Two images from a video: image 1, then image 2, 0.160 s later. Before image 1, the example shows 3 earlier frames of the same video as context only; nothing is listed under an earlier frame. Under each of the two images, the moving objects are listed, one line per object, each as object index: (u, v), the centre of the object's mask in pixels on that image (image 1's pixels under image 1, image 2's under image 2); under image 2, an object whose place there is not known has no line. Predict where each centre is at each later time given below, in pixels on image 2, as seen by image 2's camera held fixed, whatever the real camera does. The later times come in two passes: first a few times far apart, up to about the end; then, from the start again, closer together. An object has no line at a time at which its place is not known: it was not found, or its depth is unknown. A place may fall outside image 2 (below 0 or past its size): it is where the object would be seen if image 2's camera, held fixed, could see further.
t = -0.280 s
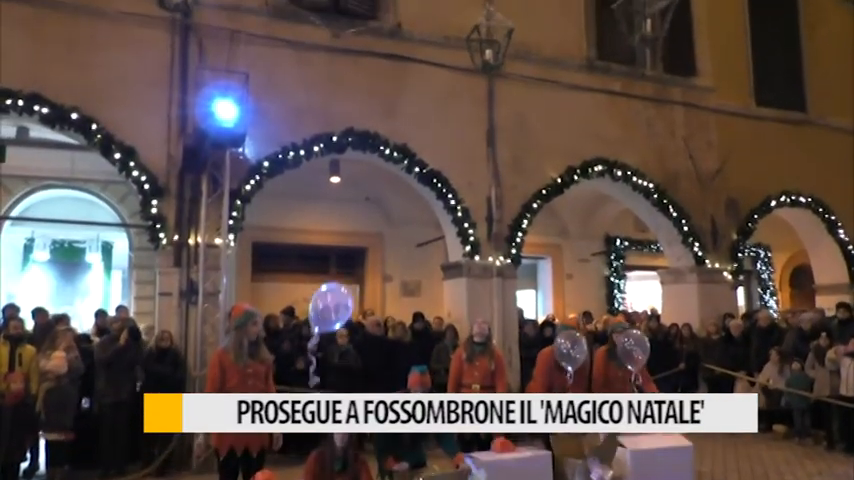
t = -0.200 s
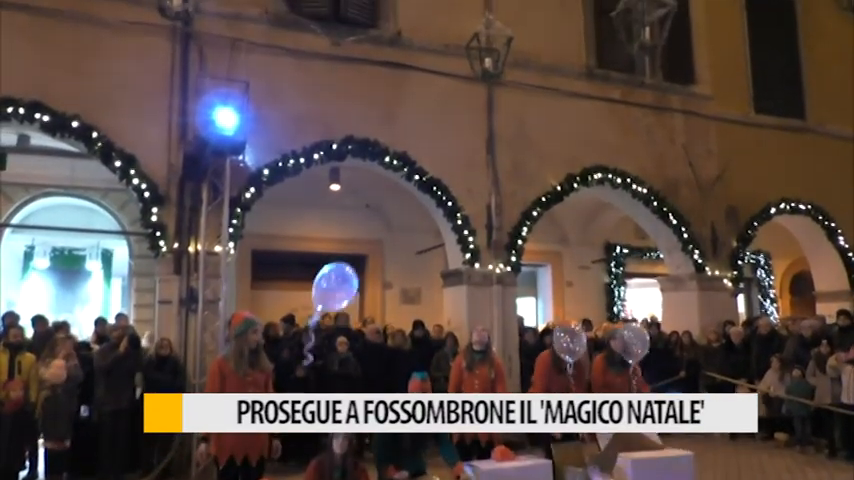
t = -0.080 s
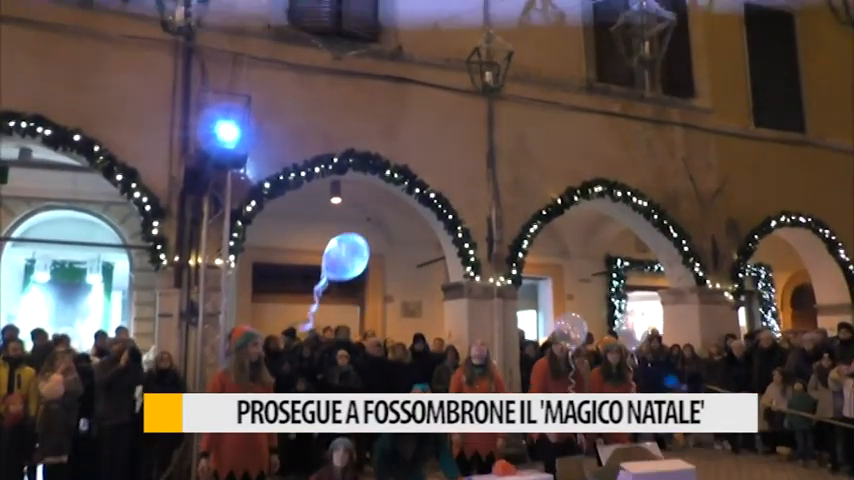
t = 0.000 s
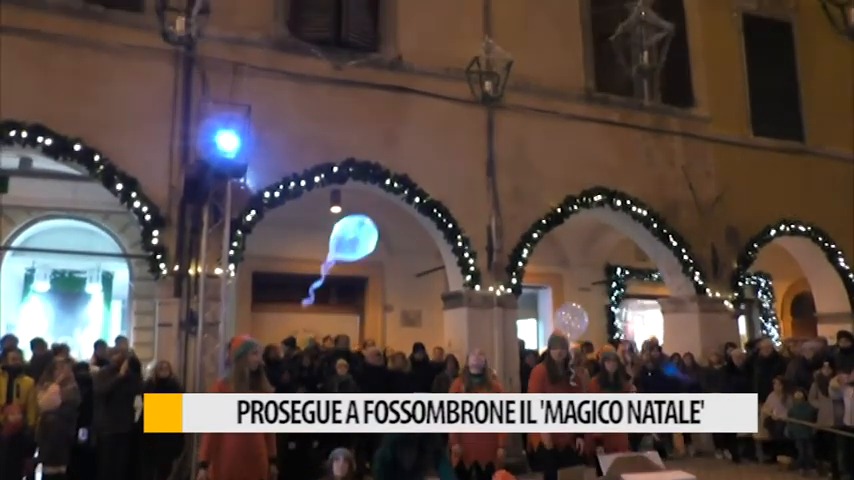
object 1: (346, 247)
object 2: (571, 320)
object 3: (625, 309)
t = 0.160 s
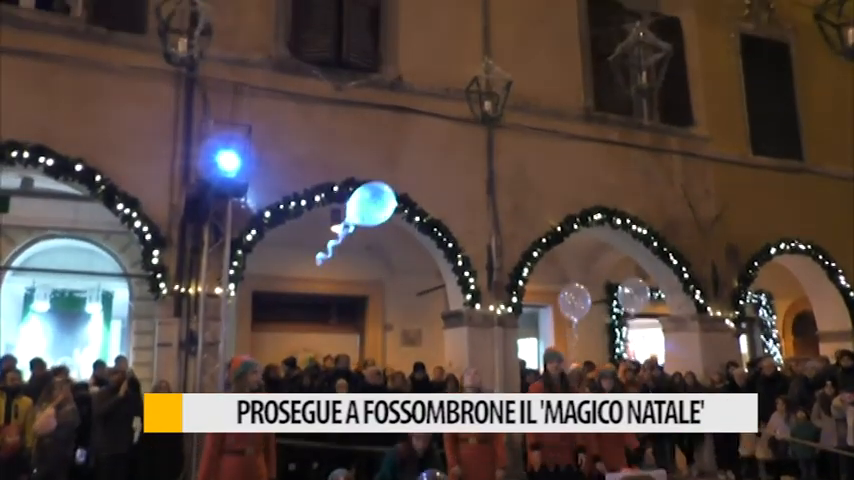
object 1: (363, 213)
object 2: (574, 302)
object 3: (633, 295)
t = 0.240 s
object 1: (372, 189)
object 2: (576, 284)
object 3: (636, 276)
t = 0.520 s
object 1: (406, 112)
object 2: (583, 223)
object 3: (647, 234)
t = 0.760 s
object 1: (431, 57)
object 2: (588, 176)
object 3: (656, 203)
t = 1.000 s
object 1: (444, 14)
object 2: (591, 121)
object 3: (660, 164)
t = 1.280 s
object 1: (444, -34)
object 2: (590, 59)
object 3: (661, 113)
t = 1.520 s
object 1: (445, -85)
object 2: (588, 7)
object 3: (661, 70)
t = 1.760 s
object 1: (460, -143)
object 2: (589, -47)
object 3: (662, 13)
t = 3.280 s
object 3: (720, -224)
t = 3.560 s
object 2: (603, -344)
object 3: (732, -265)
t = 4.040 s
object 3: (717, -316)
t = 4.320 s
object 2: (648, -411)
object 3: (705, -338)
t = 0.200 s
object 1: (367, 201)
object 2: (575, 293)
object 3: (634, 285)
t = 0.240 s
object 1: (372, 189)
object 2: (576, 284)
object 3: (636, 276)
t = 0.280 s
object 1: (377, 177)
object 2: (577, 275)
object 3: (637, 269)
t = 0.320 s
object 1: (382, 165)
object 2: (578, 266)
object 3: (639, 261)
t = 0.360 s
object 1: (388, 152)
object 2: (578, 257)
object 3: (641, 255)
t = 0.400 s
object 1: (392, 142)
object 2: (580, 248)
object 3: (643, 249)
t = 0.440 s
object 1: (397, 131)
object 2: (580, 239)
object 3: (644, 244)
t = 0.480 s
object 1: (402, 121)
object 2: (582, 231)
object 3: (646, 238)
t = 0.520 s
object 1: (406, 112)
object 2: (583, 223)
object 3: (647, 234)
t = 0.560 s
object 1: (411, 103)
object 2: (584, 215)
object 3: (649, 228)
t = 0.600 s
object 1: (416, 92)
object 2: (585, 207)
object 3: (650, 224)
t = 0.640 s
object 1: (420, 84)
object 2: (586, 199)
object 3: (652, 219)
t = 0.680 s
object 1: (424, 75)
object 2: (587, 191)
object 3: (653, 213)
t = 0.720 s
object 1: (428, 64)
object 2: (587, 184)
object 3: (655, 209)
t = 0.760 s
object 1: (431, 57)
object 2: (588, 176)
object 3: (656, 203)
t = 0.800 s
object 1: (434, 49)
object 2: (589, 168)
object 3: (657, 197)
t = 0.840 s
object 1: (437, 40)
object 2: (590, 158)
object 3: (658, 192)
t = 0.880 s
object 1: (439, 33)
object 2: (590, 148)
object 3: (659, 186)
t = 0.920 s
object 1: (441, 26)
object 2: (591, 140)
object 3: (660, 179)
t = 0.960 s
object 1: (443, 20)
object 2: (591, 131)
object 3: (660, 173)
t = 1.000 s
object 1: (444, 14)
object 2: (591, 121)
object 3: (660, 164)
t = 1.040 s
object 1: (444, 8)
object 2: (592, 114)
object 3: (661, 157)
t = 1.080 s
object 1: (445, 1)
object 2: (591, 103)
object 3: (661, 149)
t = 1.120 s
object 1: (445, -5)
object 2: (591, 94)
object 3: (661, 142)
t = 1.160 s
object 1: (445, -12)
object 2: (591, 85)
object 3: (661, 135)
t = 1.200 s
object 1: (445, -19)
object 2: (591, 77)
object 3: (662, 127)
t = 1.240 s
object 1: (445, -26)
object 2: (590, 68)
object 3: (662, 120)
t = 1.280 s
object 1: (444, -34)
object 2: (590, 59)
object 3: (661, 113)
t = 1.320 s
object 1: (444, -42)
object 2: (590, 50)
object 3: (661, 106)
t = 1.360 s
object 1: (444, -50)
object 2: (589, 42)
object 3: (661, 99)
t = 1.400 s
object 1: (444, -59)
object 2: (589, 33)
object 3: (661, 92)
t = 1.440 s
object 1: (444, -67)
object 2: (589, 24)
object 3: (661, 86)
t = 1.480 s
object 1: (444, -76)
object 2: (588, 16)
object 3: (661, 78)
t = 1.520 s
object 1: (445, -85)
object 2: (588, 7)
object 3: (661, 70)
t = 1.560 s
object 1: (447, -94)
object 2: (588, -2)
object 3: (661, 61)
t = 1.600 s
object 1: (449, -105)
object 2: (588, -11)
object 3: (662, 53)
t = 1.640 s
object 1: (451, -115)
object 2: (588, -20)
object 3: (662, 43)
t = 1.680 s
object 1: (454, -125)
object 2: (589, -29)
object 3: (662, 35)
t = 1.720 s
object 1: (457, -134)
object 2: (589, -38)
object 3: (663, 19)
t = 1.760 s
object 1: (460, -143)
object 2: (589, -47)
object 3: (662, 13)
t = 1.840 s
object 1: (469, -163)
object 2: (591, -65)
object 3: (665, -6)
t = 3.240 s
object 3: (717, -218)
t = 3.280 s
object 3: (720, -224)
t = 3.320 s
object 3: (721, -229)
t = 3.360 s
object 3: (724, -235)
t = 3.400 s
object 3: (726, -242)
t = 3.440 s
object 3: (728, -248)
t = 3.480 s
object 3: (730, -254)
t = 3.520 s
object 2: (602, -338)
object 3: (731, -255)
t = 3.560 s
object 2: (603, -344)
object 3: (732, -265)
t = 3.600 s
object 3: (733, -266)
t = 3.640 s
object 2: (606, -354)
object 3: (733, -274)
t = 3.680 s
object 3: (733, -279)
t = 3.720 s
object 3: (733, -284)
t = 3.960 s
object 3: (723, -310)
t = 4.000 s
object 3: (720, -314)
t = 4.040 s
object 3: (717, -316)
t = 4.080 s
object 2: (634, -390)
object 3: (715, -319)
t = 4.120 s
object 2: (637, -393)
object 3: (713, -322)
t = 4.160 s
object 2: (640, -396)
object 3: (711, -325)
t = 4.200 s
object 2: (642, -400)
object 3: (710, -327)
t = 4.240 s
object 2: (644, -403)
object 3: (708, -331)
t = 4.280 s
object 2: (646, -407)
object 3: (706, -334)
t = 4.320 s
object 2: (648, -411)
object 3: (705, -338)
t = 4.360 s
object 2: (649, -415)
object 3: (705, -342)
